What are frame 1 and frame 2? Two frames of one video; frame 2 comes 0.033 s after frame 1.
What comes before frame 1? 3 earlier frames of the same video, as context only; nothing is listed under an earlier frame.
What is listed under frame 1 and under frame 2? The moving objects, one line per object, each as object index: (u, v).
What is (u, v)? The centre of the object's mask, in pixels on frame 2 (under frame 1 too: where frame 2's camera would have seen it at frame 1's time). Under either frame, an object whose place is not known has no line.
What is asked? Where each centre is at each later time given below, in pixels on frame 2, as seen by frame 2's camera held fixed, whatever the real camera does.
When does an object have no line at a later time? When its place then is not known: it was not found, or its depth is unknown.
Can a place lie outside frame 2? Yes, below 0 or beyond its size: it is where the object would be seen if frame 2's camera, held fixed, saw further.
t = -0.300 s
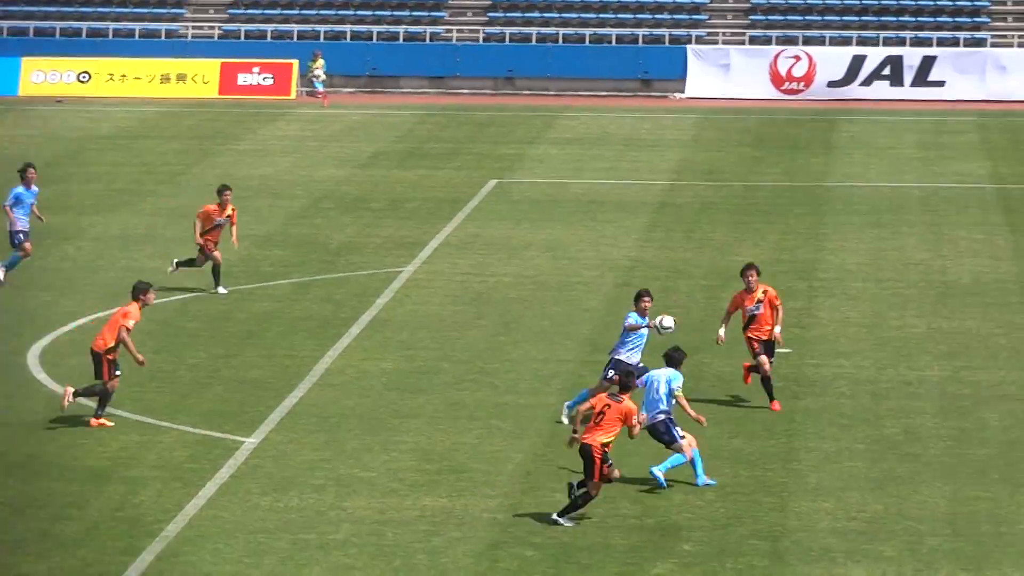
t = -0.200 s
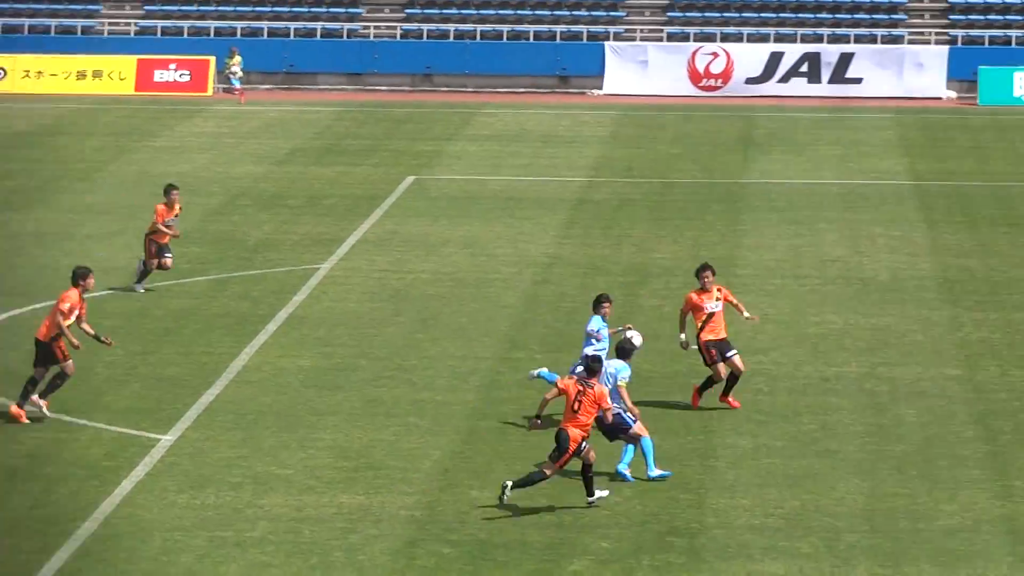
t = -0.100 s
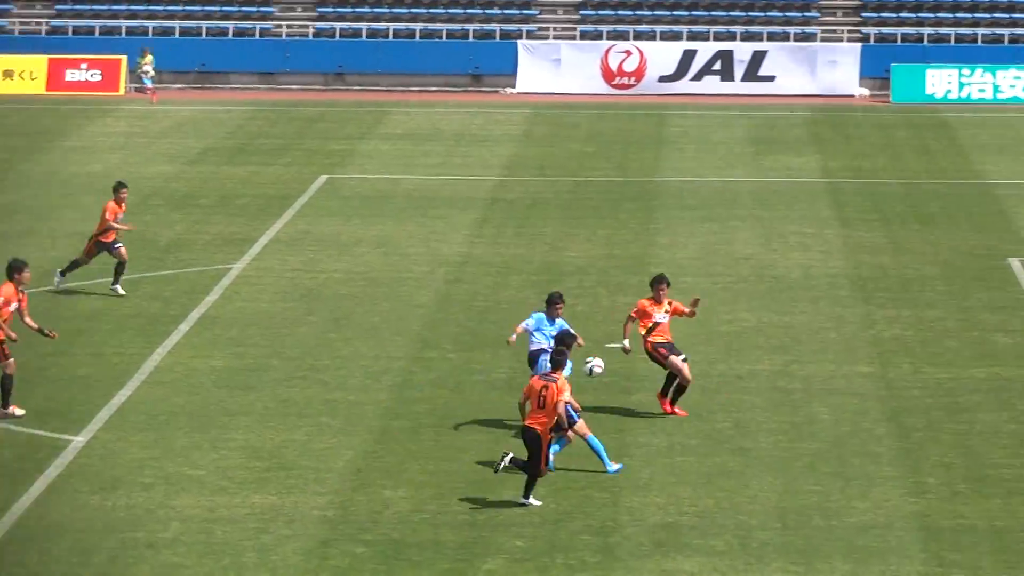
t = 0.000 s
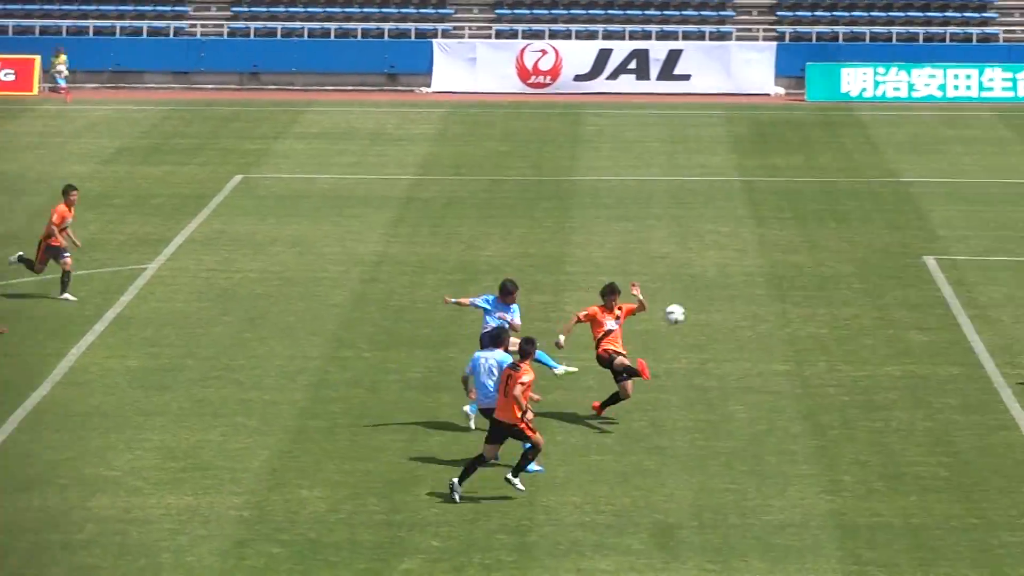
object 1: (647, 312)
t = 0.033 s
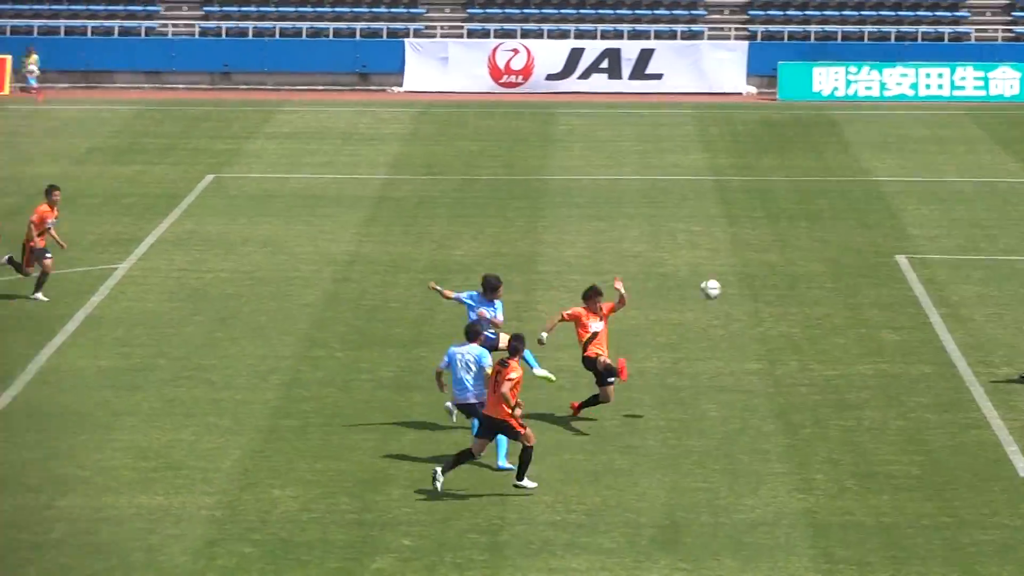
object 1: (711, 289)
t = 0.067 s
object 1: (774, 266)
